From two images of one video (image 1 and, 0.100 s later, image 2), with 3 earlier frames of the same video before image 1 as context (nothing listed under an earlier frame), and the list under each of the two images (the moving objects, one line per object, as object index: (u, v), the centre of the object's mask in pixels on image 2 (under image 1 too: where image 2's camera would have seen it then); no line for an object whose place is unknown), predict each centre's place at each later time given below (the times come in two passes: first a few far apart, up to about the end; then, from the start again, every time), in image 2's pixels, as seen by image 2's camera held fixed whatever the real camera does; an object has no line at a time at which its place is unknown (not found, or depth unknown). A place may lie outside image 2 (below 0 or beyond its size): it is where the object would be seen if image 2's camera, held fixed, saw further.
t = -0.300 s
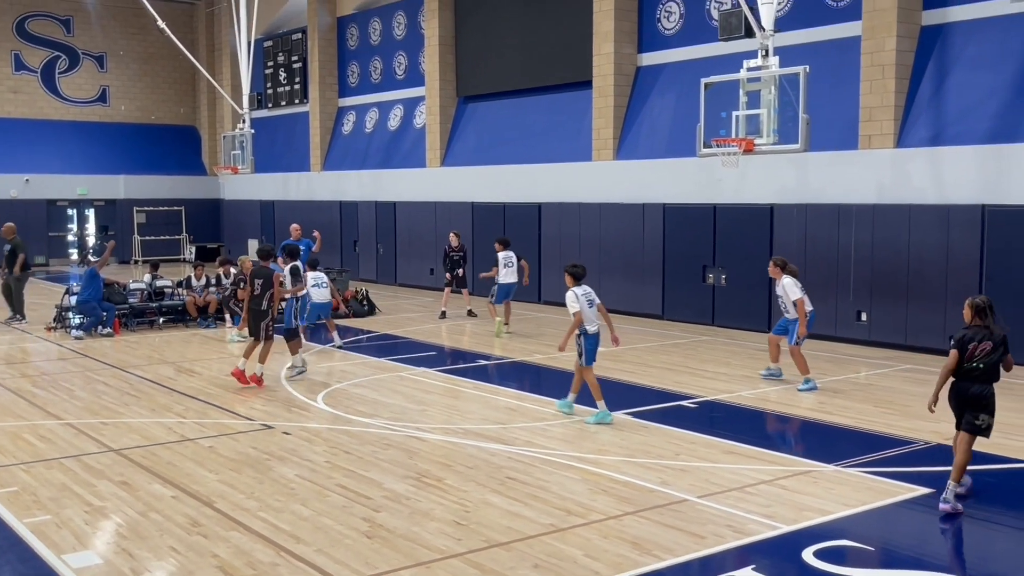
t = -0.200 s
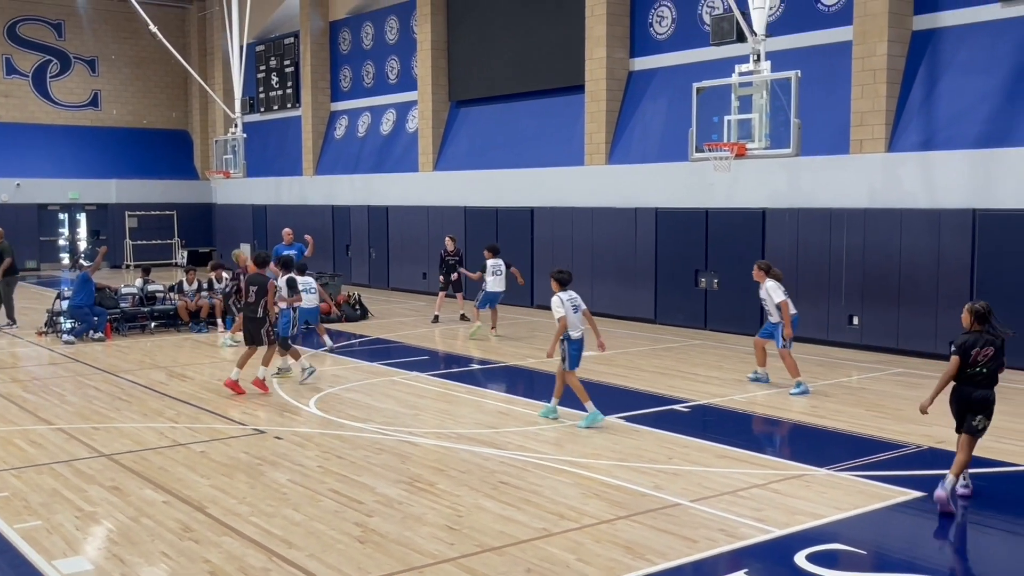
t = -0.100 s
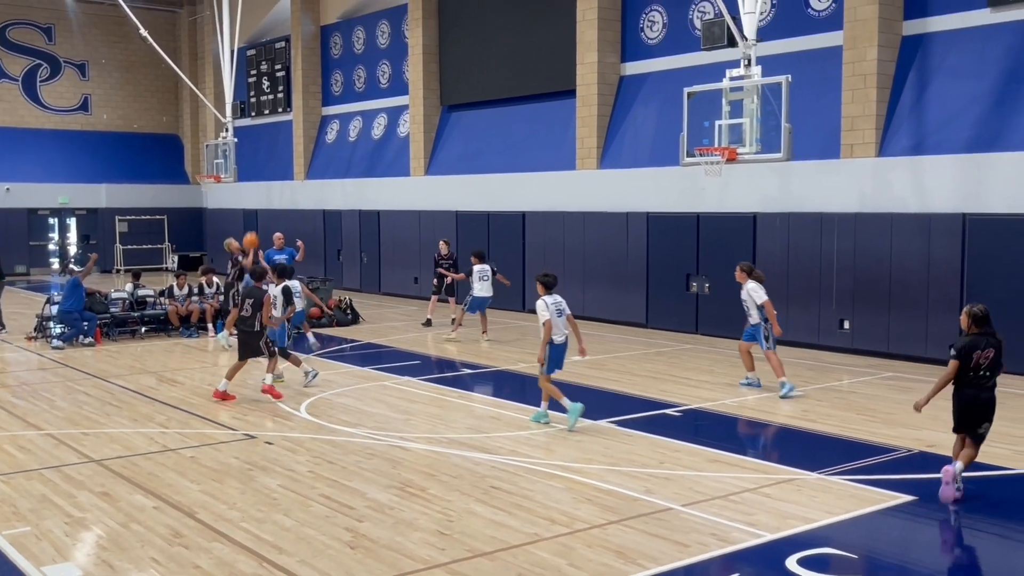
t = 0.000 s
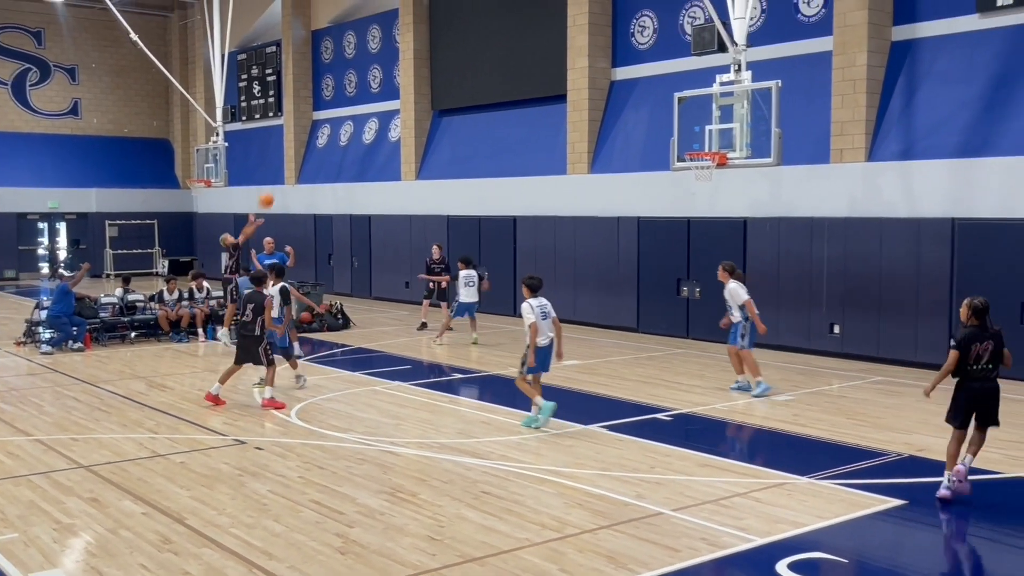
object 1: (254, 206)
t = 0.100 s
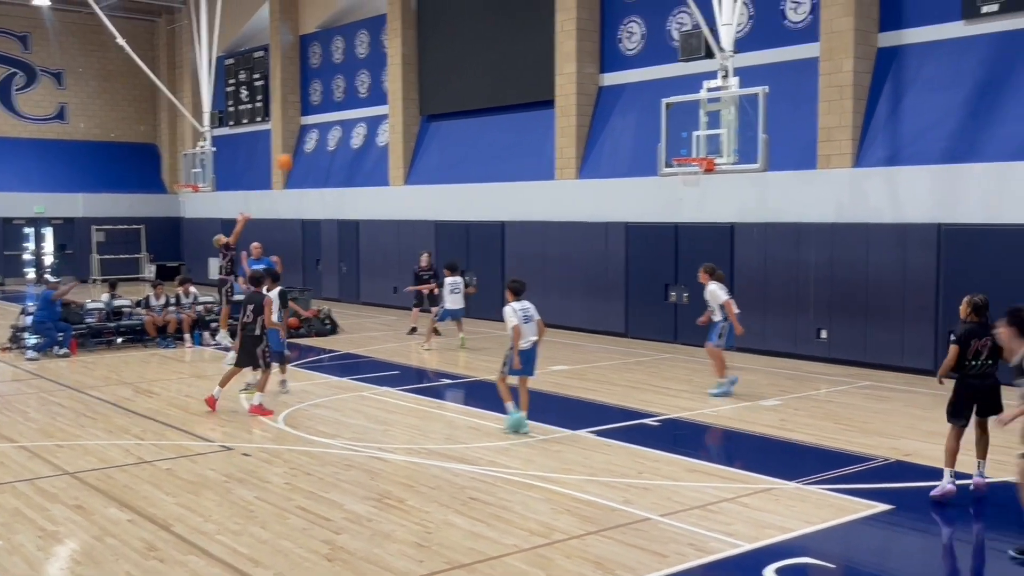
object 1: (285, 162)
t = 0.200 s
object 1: (316, 126)
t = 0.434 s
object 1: (390, 65)
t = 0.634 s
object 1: (458, 40)
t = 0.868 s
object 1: (537, 45)
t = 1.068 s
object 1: (604, 80)
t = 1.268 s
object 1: (673, 143)
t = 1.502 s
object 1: (708, 175)
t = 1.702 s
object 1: (714, 197)
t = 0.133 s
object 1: (295, 149)
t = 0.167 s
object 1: (305, 137)
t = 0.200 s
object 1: (316, 126)
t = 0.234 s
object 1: (326, 115)
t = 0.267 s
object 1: (337, 105)
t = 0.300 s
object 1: (348, 96)
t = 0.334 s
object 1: (359, 87)
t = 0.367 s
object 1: (369, 79)
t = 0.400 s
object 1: (380, 72)
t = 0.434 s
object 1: (390, 65)
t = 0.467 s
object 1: (402, 59)
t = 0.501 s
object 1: (413, 53)
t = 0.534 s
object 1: (424, 48)
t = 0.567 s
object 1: (435, 45)
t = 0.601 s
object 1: (447, 42)
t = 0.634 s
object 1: (458, 40)
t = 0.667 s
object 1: (469, 38)
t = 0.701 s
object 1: (480, 37)
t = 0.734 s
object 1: (492, 37)
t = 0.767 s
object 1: (503, 38)
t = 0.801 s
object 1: (514, 40)
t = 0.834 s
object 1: (525, 42)
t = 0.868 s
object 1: (537, 45)
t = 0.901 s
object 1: (547, 50)
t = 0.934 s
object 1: (559, 54)
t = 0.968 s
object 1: (570, 59)
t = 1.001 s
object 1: (582, 65)
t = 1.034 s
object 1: (593, 72)
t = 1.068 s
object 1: (604, 80)
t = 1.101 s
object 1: (616, 90)
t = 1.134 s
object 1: (627, 98)
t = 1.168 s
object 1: (639, 108)
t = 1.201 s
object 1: (650, 119)
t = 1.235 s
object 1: (662, 130)
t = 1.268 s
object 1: (673, 143)
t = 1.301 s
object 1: (683, 153)
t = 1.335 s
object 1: (697, 169)
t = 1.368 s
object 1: (704, 175)
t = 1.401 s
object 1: (706, 173)
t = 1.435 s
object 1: (707, 174)
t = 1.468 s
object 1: (708, 174)
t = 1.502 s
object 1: (708, 175)
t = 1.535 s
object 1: (709, 177)
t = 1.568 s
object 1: (710, 179)
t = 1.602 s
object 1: (711, 183)
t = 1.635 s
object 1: (712, 187)
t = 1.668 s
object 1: (713, 192)
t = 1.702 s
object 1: (714, 197)
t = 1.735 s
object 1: (715, 204)
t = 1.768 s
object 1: (715, 211)
